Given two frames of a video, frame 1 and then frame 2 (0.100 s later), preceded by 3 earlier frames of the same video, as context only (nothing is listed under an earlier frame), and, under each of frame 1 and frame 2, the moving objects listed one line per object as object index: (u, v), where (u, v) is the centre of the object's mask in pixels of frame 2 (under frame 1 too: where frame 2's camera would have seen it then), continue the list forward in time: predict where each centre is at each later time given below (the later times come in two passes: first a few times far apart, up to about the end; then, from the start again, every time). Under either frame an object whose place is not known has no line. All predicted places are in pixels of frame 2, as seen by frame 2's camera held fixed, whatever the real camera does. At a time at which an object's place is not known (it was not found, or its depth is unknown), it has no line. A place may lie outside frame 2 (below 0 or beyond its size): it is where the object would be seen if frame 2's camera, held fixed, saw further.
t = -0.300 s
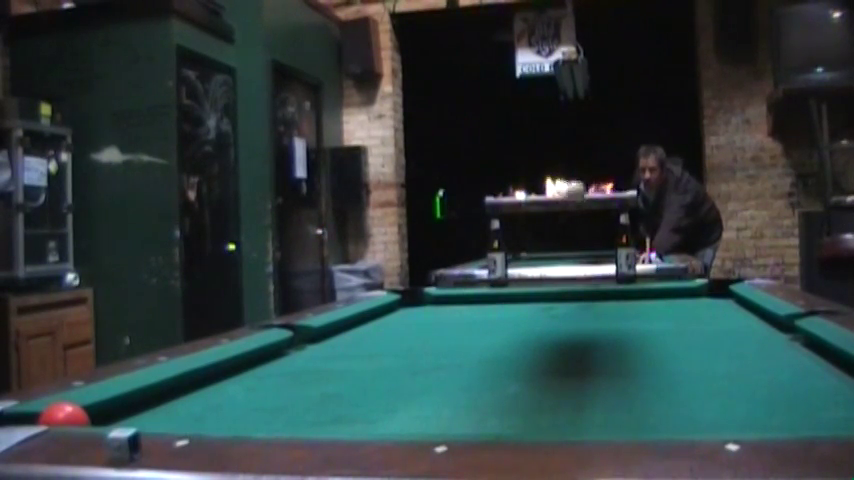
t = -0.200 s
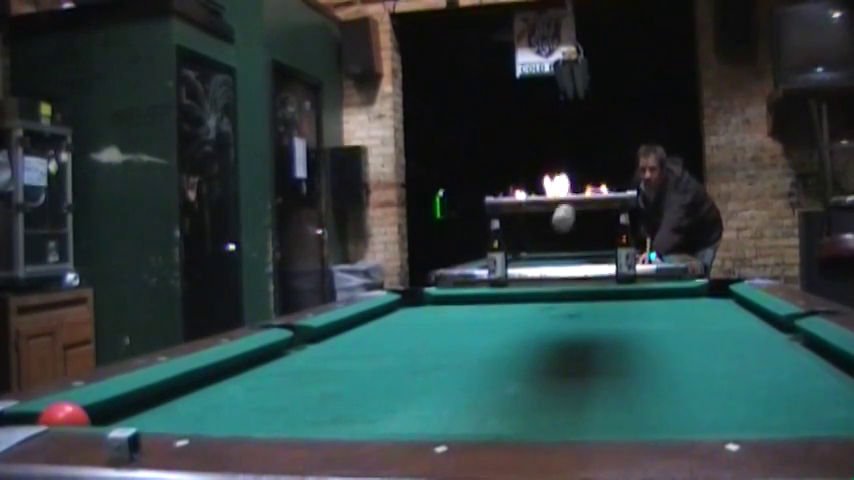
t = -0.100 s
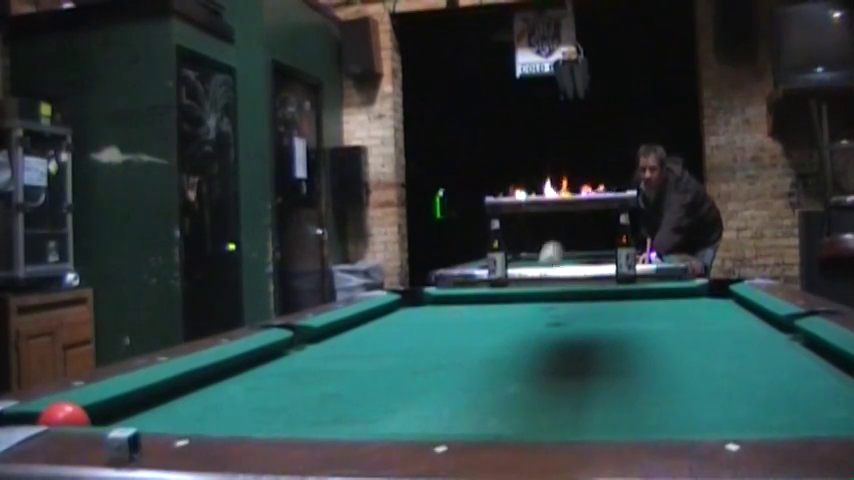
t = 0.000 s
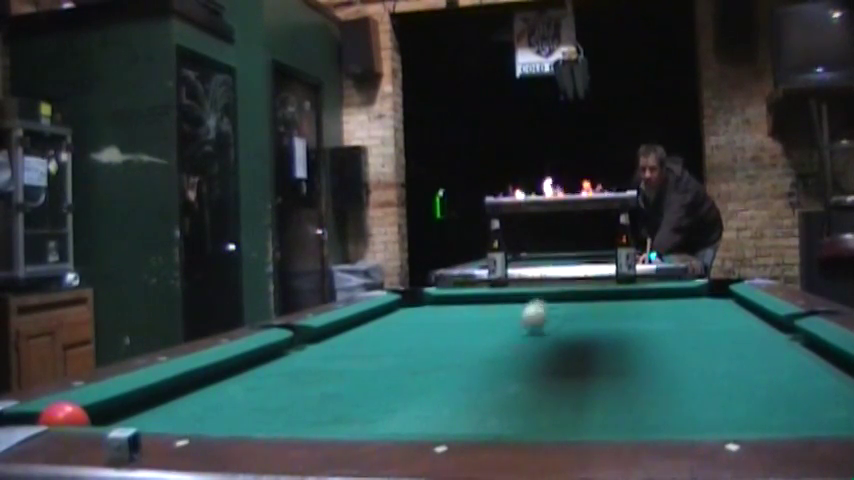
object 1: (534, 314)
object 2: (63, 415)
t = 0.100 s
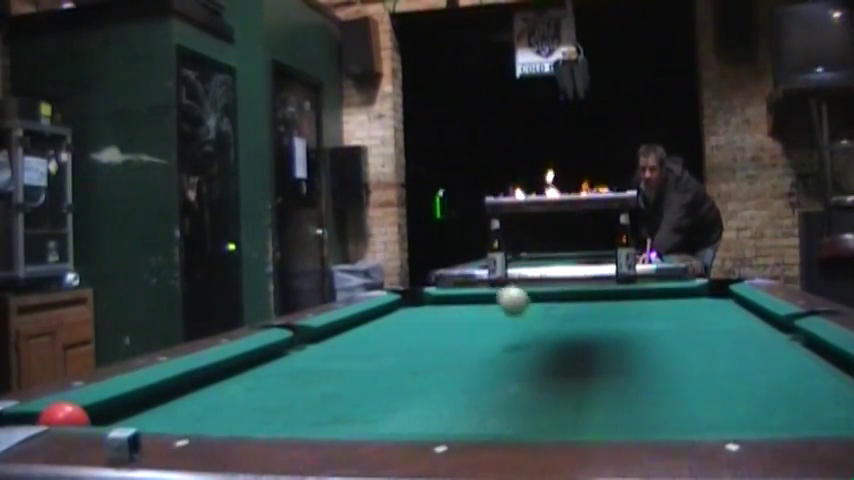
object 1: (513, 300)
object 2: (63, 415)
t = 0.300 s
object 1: (453, 295)
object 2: (64, 415)
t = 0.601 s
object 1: (322, 410)
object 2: (64, 415)
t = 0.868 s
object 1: (376, 368)
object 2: (64, 415)
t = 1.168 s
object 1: (410, 337)
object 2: (64, 415)
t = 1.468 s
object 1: (431, 317)
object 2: (63, 415)
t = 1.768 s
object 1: (445, 302)
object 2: (63, 415)
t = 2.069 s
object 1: (441, 299)
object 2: (64, 415)
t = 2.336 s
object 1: (420, 305)
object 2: (64, 415)
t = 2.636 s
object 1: (398, 313)
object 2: (64, 415)
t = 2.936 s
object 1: (373, 321)
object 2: (64, 415)
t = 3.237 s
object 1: (344, 329)
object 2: (64, 415)
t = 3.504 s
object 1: (314, 338)
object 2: (64, 415)
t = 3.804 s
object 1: (276, 349)
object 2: (64, 415)
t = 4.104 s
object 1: (248, 361)
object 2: (63, 415)
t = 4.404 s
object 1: (217, 376)
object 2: (63, 415)
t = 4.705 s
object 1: (180, 393)
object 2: (63, 415)
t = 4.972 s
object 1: (141, 408)
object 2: (64, 415)
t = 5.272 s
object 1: (115, 418)
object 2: (41, 416)
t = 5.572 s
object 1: (167, 415)
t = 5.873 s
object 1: (212, 410)
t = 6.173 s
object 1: (252, 406)
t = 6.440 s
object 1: (283, 400)
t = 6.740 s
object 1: (315, 394)
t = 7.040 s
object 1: (343, 387)
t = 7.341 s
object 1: (367, 382)
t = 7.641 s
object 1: (388, 377)
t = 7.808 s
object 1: (399, 375)
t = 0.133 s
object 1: (504, 295)
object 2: (63, 415)
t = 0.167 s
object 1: (496, 292)
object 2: (63, 415)
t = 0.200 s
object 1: (486, 291)
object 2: (63, 415)
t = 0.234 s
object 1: (476, 291)
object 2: (64, 415)
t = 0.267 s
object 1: (465, 292)
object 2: (64, 415)
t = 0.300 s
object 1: (453, 295)
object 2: (64, 415)
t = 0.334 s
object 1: (440, 300)
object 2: (64, 415)
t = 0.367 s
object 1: (426, 307)
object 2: (64, 415)
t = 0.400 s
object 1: (410, 319)
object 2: (64, 415)
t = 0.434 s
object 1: (392, 333)
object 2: (64, 415)
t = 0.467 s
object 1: (372, 352)
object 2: (64, 415)
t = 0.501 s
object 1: (350, 375)
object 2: (64, 415)
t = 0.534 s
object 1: (327, 402)
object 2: (64, 415)
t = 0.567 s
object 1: (312, 419)
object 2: (64, 415)
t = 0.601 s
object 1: (322, 410)
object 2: (64, 415)
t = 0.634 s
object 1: (329, 399)
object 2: (64, 415)
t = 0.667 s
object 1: (338, 386)
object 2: (64, 415)
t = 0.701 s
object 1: (345, 376)
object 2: (64, 415)
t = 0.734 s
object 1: (352, 370)
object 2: (63, 415)
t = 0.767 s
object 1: (359, 366)
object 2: (64, 415)
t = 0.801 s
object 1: (365, 364)
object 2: (63, 415)
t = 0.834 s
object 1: (371, 365)
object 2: (64, 415)
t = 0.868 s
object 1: (376, 368)
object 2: (64, 415)
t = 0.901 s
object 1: (381, 366)
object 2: (64, 415)
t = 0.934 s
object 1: (386, 359)
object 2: (64, 415)
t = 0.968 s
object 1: (390, 352)
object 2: (64, 415)
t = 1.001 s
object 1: (394, 349)
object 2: (64, 415)
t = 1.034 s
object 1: (397, 348)
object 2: (64, 415)
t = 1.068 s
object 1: (401, 347)
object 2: (63, 415)
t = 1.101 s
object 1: (404, 343)
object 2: (64, 415)
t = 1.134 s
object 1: (407, 339)
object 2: (64, 415)
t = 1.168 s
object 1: (410, 337)
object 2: (64, 415)
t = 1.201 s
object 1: (414, 335)
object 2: (64, 415)
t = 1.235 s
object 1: (416, 331)
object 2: (64, 415)
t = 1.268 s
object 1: (418, 329)
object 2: (64, 415)
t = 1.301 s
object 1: (421, 327)
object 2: (64, 415)
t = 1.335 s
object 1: (423, 325)
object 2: (63, 415)
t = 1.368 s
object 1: (425, 322)
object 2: (64, 415)
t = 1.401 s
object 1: (427, 320)
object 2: (64, 415)
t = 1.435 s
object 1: (429, 318)
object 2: (64, 415)
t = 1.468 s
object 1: (431, 317)
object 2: (63, 415)
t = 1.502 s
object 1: (433, 314)
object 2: (63, 415)
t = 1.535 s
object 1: (435, 313)
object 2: (63, 415)
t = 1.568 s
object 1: (436, 311)
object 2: (63, 415)
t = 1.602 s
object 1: (438, 309)
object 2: (64, 415)
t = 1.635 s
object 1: (439, 307)
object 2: (64, 415)
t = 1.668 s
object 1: (441, 306)
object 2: (64, 415)
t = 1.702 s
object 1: (442, 304)
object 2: (64, 415)
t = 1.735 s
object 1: (444, 303)
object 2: (64, 415)
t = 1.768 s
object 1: (445, 302)
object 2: (63, 415)
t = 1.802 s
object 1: (447, 300)
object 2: (64, 415)
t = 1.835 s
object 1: (447, 299)
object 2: (64, 415)
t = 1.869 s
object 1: (449, 298)
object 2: (64, 415)
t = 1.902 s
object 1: (450, 297)
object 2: (64, 415)
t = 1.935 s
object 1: (450, 296)
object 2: (64, 415)
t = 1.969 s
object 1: (448, 296)
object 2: (64, 415)
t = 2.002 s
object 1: (445, 298)
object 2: (64, 415)
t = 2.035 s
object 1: (443, 298)
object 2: (64, 415)
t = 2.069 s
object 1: (441, 299)
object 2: (64, 415)
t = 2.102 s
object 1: (438, 300)
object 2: (64, 415)
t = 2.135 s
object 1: (436, 300)
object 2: (64, 415)
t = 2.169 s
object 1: (433, 300)
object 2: (64, 415)
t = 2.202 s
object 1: (430, 302)
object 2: (64, 415)
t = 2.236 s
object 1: (428, 302)
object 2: (64, 415)
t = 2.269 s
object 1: (425, 304)
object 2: (64, 415)
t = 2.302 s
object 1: (423, 305)
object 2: (64, 415)
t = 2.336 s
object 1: (420, 305)
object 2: (64, 415)
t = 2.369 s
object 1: (417, 306)
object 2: (64, 415)
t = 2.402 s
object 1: (415, 307)
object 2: (64, 415)
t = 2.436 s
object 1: (412, 308)
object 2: (64, 415)
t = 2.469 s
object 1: (410, 309)
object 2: (63, 415)
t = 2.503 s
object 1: (407, 309)
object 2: (64, 415)
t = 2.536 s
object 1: (405, 311)
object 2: (64, 415)
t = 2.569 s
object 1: (403, 311)
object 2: (64, 415)
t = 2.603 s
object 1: (400, 312)
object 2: (64, 415)
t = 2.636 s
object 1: (398, 313)
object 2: (64, 415)
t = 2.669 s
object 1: (395, 314)
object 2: (64, 415)
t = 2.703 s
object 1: (392, 315)
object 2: (64, 415)
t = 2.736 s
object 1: (390, 316)
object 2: (63, 415)
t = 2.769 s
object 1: (387, 317)
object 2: (63, 415)
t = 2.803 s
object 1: (384, 318)
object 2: (64, 415)
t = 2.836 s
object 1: (382, 318)
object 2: (64, 415)
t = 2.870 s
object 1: (379, 319)
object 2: (64, 415)
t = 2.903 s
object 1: (376, 320)
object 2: (64, 415)
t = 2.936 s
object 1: (373, 321)
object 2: (64, 415)
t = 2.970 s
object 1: (370, 322)
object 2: (64, 415)
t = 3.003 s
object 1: (367, 323)
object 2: (64, 415)
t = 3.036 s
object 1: (364, 324)
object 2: (64, 415)
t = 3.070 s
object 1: (361, 325)
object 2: (64, 415)
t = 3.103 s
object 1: (358, 325)
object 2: (64, 415)
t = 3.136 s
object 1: (354, 326)
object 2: (63, 415)
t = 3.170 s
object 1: (351, 327)
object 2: (64, 415)
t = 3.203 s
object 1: (347, 328)
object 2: (63, 415)
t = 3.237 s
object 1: (344, 329)
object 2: (64, 415)
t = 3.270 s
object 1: (341, 331)
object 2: (64, 415)
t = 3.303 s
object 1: (337, 331)
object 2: (64, 415)
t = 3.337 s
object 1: (334, 332)
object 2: (64, 415)
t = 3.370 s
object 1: (330, 333)
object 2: (63, 415)
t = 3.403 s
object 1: (326, 335)
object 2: (63, 415)
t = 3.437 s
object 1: (322, 336)
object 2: (64, 415)
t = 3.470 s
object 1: (319, 337)
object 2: (64, 415)
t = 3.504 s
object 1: (314, 338)
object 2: (64, 415)
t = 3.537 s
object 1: (310, 339)
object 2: (64, 415)
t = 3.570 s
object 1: (306, 340)
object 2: (64, 415)
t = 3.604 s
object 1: (302, 342)
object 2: (63, 415)
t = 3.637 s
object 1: (299, 343)
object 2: (63, 415)
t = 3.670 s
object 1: (294, 344)
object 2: (63, 415)
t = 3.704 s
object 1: (290, 345)
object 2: (64, 415)
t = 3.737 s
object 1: (285, 347)
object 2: (63, 414)
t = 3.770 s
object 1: (281, 348)
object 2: (64, 415)
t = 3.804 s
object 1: (276, 349)
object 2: (64, 415)
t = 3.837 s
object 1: (271, 350)
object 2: (64, 415)
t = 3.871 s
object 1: (268, 352)
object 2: (64, 415)
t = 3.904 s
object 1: (265, 353)
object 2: (64, 415)
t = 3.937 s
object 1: (262, 355)
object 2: (64, 415)
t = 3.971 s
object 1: (259, 356)
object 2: (64, 415)
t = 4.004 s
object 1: (257, 357)
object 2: (64, 415)
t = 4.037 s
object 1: (253, 359)
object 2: (63, 415)
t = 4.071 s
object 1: (251, 360)
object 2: (64, 415)
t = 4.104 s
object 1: (248, 361)
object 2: (63, 415)
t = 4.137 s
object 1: (244, 363)
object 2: (63, 415)
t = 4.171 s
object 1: (241, 364)
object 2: (63, 415)
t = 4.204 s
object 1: (237, 366)
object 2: (63, 415)
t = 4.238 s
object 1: (234, 367)
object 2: (64, 415)
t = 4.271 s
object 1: (231, 369)
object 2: (64, 415)
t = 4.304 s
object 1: (227, 371)
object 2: (64, 415)
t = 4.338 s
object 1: (224, 373)
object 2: (64, 415)
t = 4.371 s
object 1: (220, 374)
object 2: (64, 415)
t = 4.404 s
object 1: (217, 376)
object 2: (63, 415)
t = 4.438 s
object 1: (213, 378)
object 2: (64, 415)
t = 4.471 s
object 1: (209, 380)
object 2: (63, 415)
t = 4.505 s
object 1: (205, 382)
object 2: (63, 415)
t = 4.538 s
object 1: (201, 384)
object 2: (63, 415)
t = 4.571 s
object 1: (198, 385)
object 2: (64, 415)
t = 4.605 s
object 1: (194, 387)
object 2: (64, 415)
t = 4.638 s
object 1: (189, 389)
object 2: (64, 415)
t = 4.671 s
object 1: (185, 391)
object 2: (64, 415)
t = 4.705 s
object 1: (180, 393)
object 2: (63, 415)
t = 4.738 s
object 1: (176, 396)
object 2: (63, 415)
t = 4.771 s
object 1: (171, 398)
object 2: (64, 415)
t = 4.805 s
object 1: (166, 400)
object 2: (63, 415)
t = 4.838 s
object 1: (162, 402)
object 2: (64, 415)
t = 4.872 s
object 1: (156, 404)
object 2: (63, 415)
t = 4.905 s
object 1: (152, 405)
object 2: (64, 415)
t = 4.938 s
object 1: (146, 407)
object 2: (63, 414)
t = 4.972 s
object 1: (141, 408)
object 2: (64, 415)
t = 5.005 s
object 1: (135, 409)
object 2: (64, 414)
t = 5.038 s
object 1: (129, 410)
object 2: (64, 415)
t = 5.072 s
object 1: (123, 412)
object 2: (64, 415)
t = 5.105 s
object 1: (118, 413)
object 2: (64, 415)
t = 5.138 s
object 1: (116, 415)
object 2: (59, 415)
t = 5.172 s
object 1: (115, 416)
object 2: (55, 415)
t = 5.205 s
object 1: (113, 417)
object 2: (49, 415)
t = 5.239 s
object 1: (112, 418)
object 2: (45, 415)
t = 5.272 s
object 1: (115, 418)
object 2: (41, 416)
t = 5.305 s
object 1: (121, 417)
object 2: (35, 417)
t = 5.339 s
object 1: (128, 417)
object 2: (31, 418)
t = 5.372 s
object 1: (135, 416)
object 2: (25, 419)
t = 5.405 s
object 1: (140, 416)
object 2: (19, 421)
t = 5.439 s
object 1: (146, 416)
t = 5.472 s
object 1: (151, 416)
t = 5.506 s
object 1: (156, 416)
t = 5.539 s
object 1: (161, 415)
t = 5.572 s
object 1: (167, 415)
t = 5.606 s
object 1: (172, 414)
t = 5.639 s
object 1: (177, 413)
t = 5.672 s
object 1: (183, 413)
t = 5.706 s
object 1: (188, 413)
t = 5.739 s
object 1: (193, 412)
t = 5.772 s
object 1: (198, 412)
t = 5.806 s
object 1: (202, 411)
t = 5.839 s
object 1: (207, 411)
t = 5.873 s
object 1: (212, 410)
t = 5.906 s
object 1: (217, 409)
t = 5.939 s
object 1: (221, 409)
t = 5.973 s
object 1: (226, 408)
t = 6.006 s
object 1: (230, 408)
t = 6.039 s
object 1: (235, 408)
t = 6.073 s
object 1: (239, 407)
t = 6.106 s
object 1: (244, 407)
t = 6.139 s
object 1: (248, 407)
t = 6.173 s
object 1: (252, 406)
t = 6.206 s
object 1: (256, 405)
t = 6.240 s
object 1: (260, 405)
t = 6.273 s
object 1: (264, 405)
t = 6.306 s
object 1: (268, 403)
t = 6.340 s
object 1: (272, 403)
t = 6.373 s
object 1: (276, 402)
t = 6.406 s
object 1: (280, 401)
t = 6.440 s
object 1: (283, 400)
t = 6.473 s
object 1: (287, 399)
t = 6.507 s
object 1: (291, 399)
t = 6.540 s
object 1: (294, 398)
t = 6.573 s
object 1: (298, 397)
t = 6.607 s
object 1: (302, 396)
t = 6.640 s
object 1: (305, 395)
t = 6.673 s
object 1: (308, 395)
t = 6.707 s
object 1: (312, 394)
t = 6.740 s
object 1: (315, 394)
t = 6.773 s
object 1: (318, 392)
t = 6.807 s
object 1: (322, 392)
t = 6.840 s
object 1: (324, 391)
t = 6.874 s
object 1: (327, 391)
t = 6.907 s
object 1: (331, 389)
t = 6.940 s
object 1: (333, 389)
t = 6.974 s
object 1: (337, 388)
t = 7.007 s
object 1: (340, 388)
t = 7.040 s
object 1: (343, 387)
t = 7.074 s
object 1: (345, 387)
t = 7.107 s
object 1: (349, 386)
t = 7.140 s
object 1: (351, 386)
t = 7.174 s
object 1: (354, 385)
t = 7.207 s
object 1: (357, 384)
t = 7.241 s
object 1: (359, 384)
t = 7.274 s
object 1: (362, 383)
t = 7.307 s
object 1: (365, 383)
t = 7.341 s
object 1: (367, 382)
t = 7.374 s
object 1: (370, 381)
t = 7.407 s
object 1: (372, 381)
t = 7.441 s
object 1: (375, 380)
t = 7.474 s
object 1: (377, 380)
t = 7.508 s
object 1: (379, 379)
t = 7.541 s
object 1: (382, 379)
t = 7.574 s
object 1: (384, 378)
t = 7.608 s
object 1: (386, 378)
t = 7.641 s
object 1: (388, 377)
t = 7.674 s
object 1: (391, 377)
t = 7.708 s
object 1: (394, 376)
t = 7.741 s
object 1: (396, 376)
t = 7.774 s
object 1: (397, 375)
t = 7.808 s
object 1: (399, 375)
